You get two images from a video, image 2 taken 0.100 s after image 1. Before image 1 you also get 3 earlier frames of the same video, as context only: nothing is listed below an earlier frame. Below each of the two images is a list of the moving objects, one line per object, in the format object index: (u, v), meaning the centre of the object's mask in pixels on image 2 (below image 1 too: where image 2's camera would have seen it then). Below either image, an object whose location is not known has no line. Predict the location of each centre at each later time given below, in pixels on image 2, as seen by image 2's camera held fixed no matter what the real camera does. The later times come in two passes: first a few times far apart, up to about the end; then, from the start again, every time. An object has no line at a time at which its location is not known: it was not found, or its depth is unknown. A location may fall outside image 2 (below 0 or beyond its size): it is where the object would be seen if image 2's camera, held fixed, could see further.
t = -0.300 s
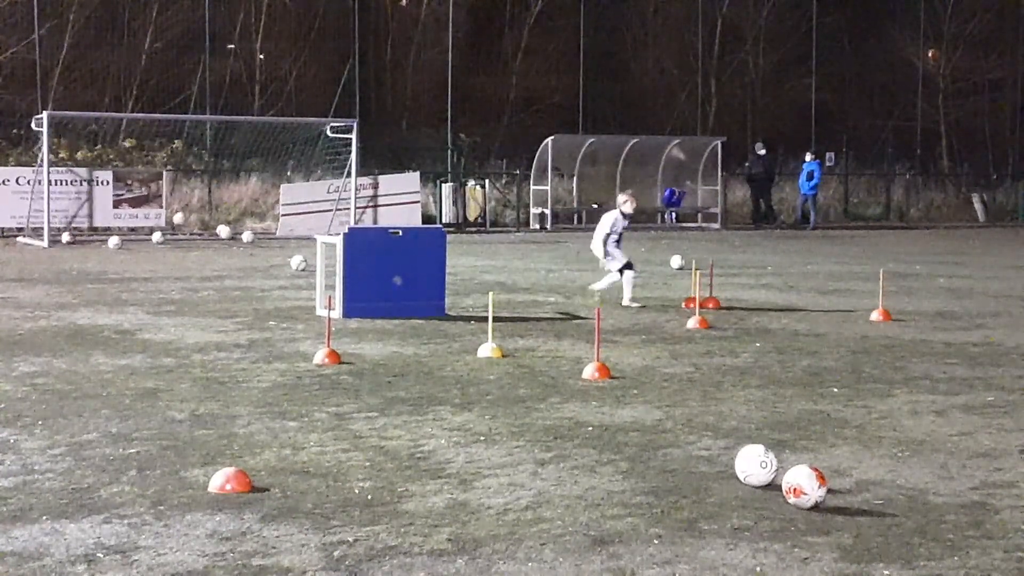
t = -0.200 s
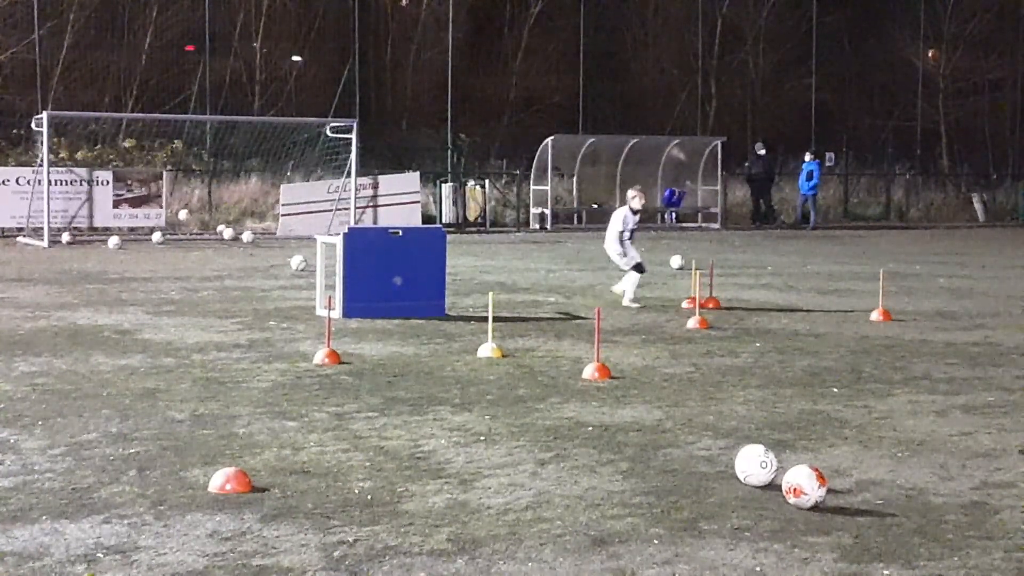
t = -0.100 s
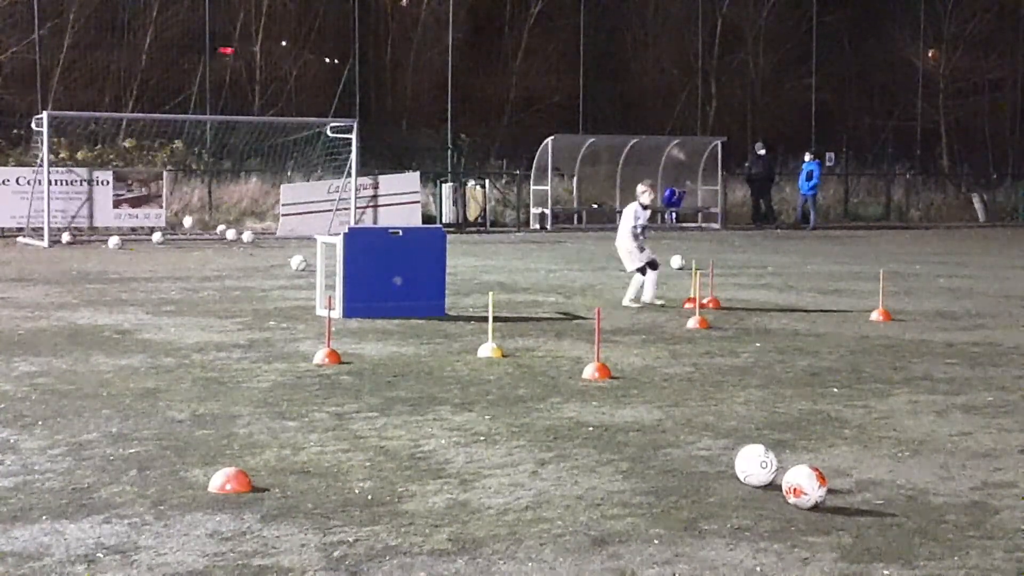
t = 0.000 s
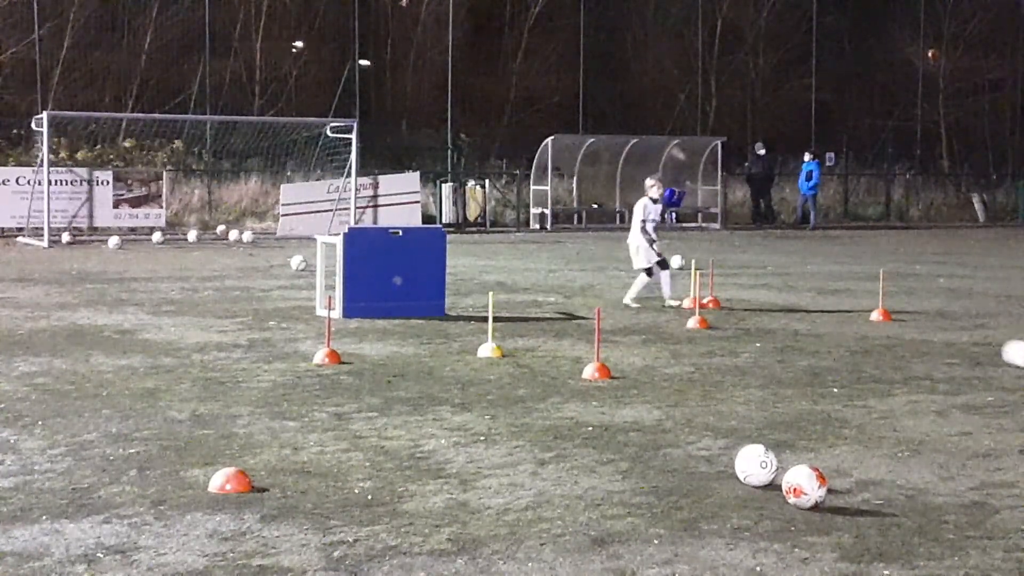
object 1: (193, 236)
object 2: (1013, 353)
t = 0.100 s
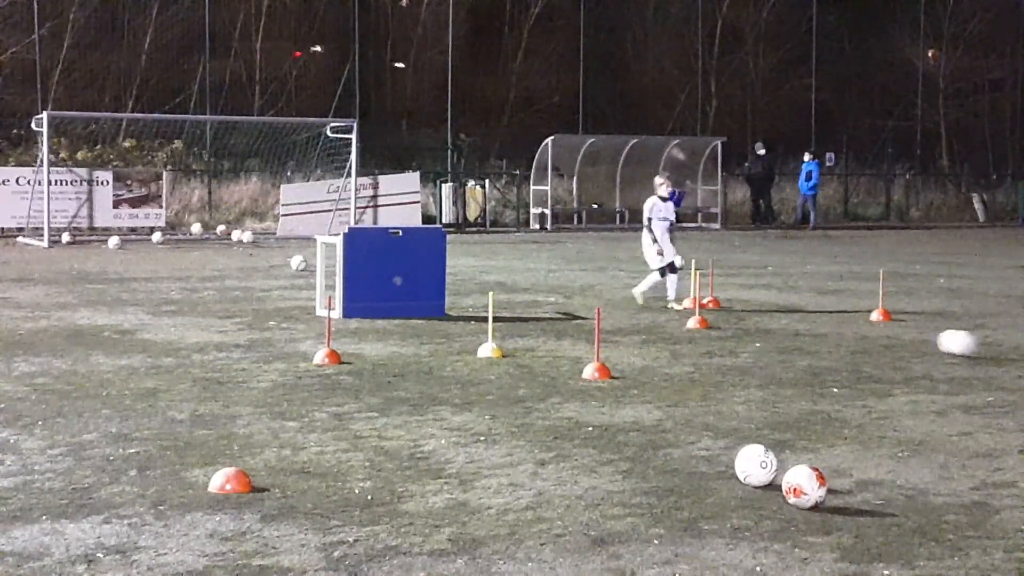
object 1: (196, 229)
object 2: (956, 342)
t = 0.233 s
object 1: (201, 227)
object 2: (879, 326)
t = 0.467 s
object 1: (210, 235)
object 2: (782, 315)
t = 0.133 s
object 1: (198, 228)
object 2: (934, 341)
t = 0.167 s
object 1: (199, 227)
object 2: (917, 337)
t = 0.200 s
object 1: (201, 227)
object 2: (896, 331)
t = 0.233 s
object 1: (201, 227)
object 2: (879, 326)
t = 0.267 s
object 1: (203, 228)
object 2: (861, 325)
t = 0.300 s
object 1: (204, 230)
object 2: (848, 324)
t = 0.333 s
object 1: (205, 232)
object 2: (836, 325)
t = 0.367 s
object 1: (207, 235)
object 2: (823, 322)
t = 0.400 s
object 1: (208, 238)
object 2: (810, 319)
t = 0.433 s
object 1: (209, 237)
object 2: (797, 318)
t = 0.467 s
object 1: (210, 235)
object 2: (782, 315)
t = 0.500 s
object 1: (211, 234)
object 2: (774, 313)
